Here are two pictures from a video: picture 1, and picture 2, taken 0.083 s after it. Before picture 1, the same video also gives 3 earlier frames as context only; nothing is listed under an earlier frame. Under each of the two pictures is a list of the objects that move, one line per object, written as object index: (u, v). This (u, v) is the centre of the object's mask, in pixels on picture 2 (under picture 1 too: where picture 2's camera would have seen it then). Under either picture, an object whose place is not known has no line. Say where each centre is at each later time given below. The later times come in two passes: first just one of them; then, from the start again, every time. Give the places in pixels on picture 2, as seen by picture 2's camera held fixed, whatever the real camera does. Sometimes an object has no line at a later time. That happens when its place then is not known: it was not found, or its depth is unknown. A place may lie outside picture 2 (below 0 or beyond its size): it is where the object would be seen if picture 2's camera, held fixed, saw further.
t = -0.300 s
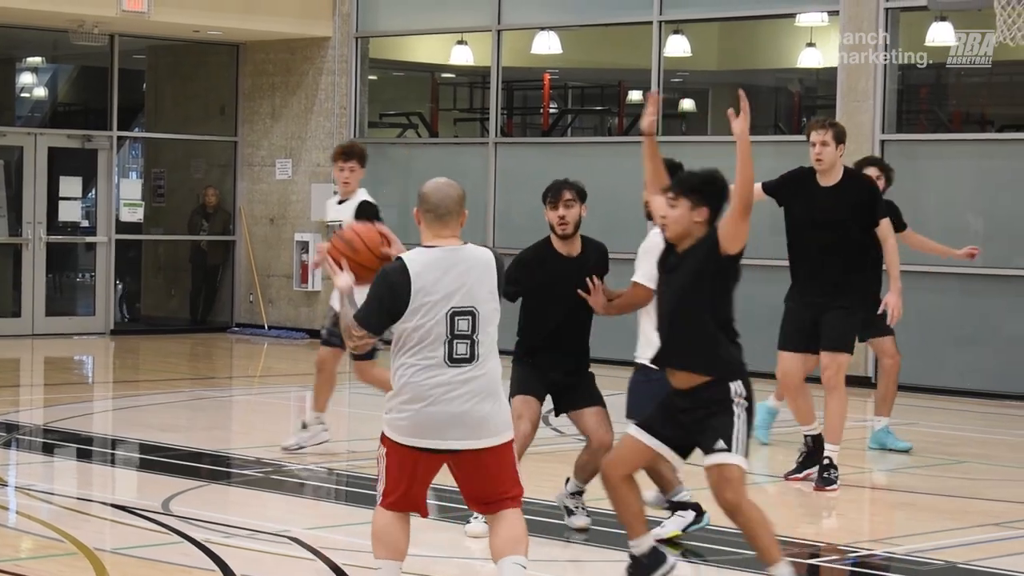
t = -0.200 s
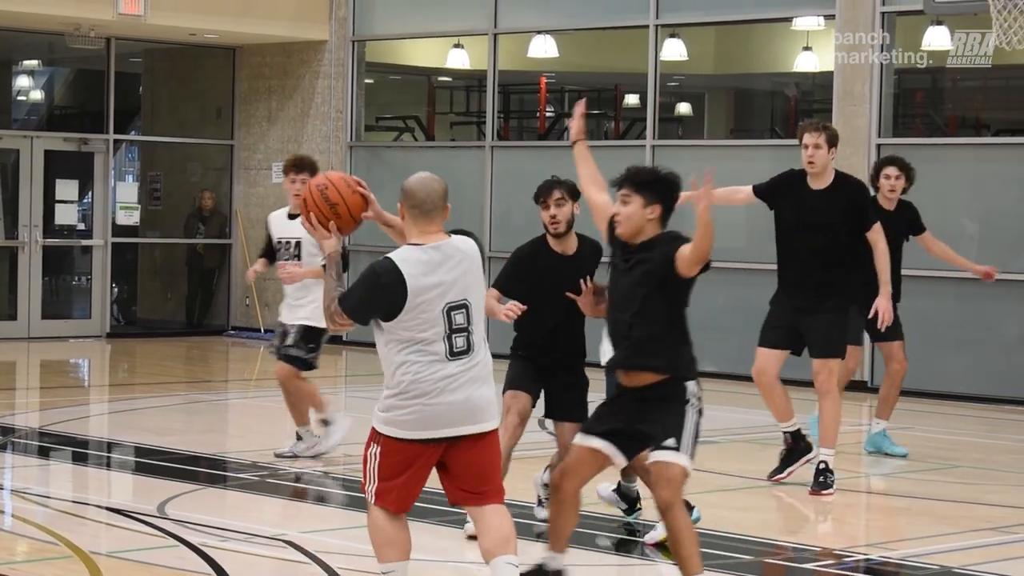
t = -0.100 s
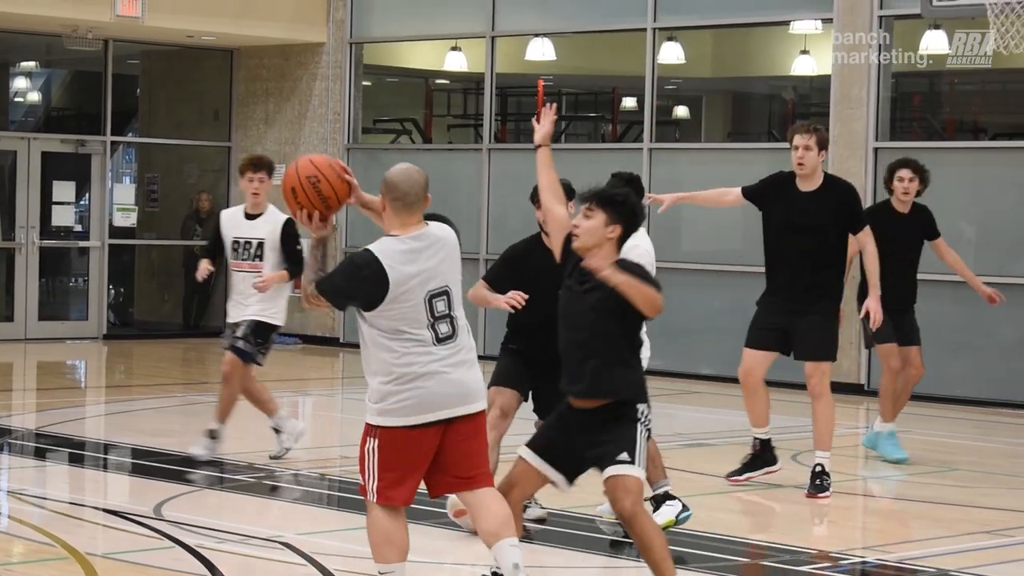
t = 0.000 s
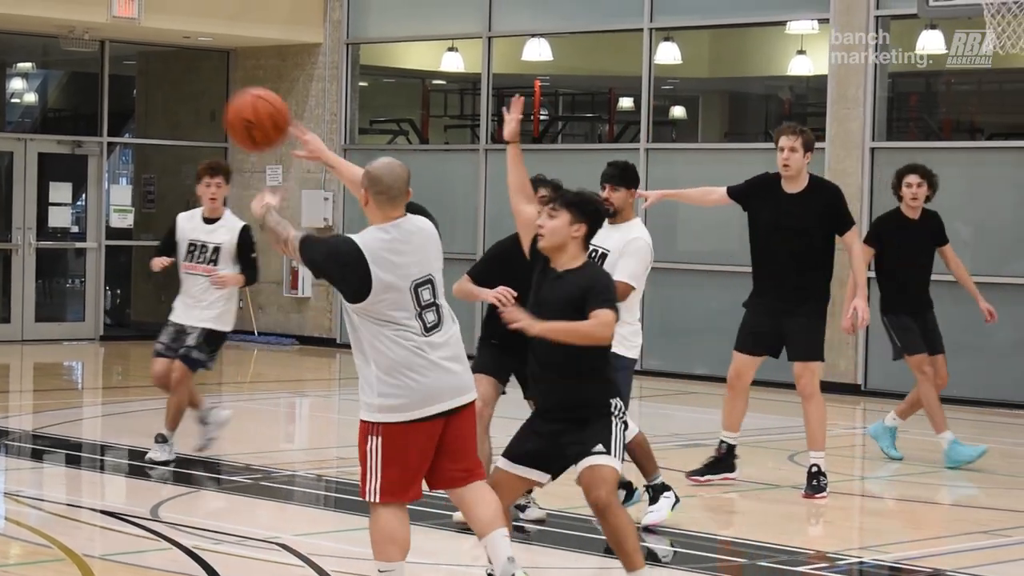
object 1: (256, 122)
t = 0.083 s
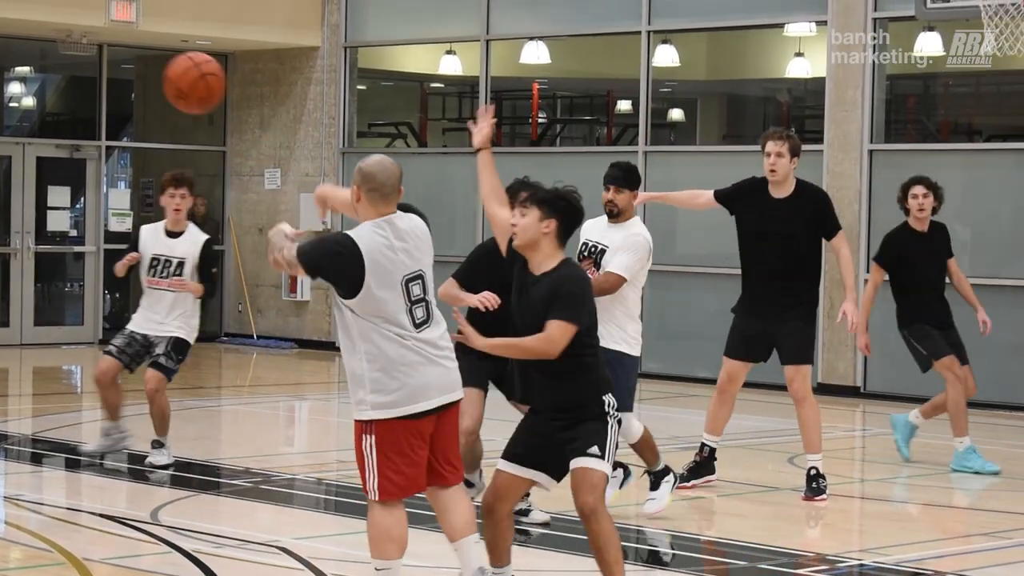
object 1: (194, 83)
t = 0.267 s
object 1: (79, 61)
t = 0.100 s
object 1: (182, 77)
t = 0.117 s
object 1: (171, 72)
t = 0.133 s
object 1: (160, 68)
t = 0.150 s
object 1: (149, 65)
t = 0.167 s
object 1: (139, 62)
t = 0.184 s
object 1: (128, 60)
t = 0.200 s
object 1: (118, 59)
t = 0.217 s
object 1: (108, 58)
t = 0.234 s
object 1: (98, 58)
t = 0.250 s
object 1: (88, 59)
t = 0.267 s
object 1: (79, 61)
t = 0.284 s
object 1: (70, 63)
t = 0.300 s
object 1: (60, 65)
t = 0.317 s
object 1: (52, 69)
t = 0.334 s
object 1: (43, 73)
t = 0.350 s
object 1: (35, 77)
